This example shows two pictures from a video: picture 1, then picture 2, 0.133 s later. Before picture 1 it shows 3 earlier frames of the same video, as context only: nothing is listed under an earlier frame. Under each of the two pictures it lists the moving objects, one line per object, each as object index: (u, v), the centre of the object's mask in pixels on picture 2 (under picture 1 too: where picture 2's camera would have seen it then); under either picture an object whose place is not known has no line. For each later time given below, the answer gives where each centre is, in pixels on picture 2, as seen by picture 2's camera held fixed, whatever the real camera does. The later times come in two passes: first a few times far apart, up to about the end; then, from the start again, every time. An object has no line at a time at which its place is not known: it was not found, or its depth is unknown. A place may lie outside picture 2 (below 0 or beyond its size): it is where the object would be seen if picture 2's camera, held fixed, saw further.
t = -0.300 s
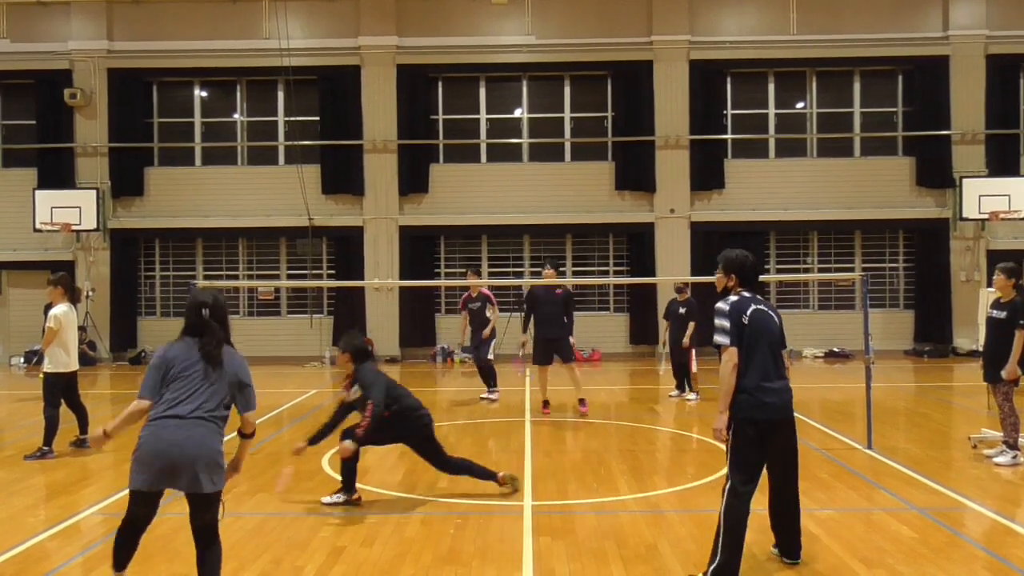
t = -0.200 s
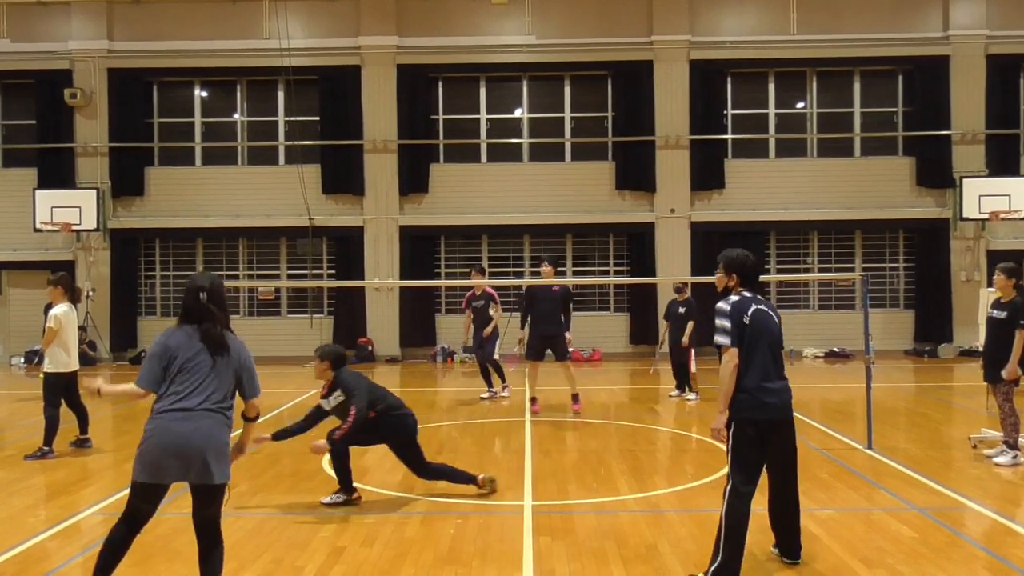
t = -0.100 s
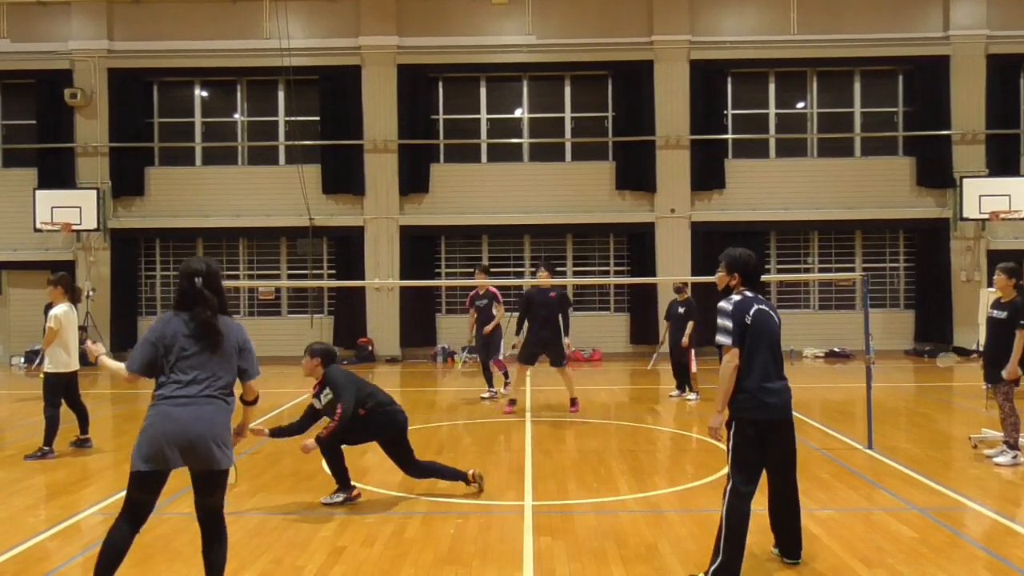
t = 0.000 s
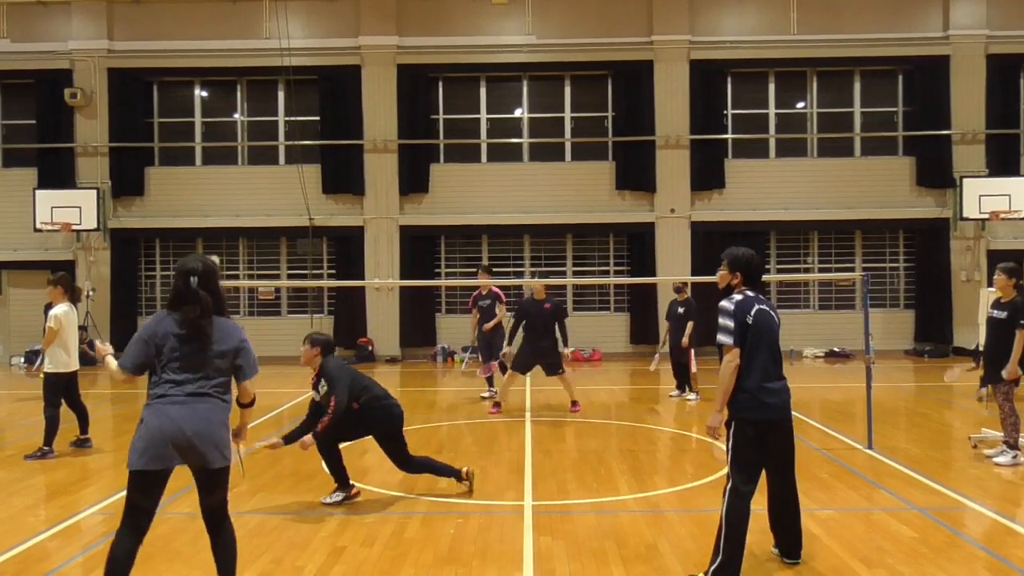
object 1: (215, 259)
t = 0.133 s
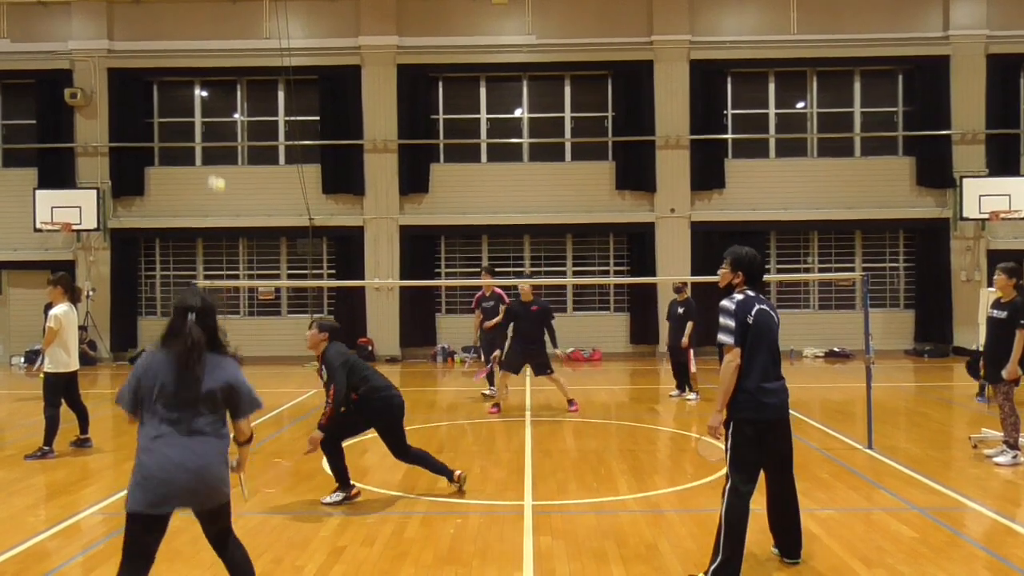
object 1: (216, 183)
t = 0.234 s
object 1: (224, 144)
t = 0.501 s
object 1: (230, 114)
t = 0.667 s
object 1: (238, 152)
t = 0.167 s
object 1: (218, 168)
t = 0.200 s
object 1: (221, 156)
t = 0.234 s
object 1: (224, 144)
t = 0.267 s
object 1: (223, 134)
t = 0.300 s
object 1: (224, 127)
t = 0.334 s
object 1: (226, 118)
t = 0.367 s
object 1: (227, 115)
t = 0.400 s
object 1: (227, 111)
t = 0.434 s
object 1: (228, 110)
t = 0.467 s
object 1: (229, 111)
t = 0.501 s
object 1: (230, 114)
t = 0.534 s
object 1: (231, 118)
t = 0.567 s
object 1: (232, 125)
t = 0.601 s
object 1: (234, 132)
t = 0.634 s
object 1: (236, 141)
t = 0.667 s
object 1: (238, 152)
